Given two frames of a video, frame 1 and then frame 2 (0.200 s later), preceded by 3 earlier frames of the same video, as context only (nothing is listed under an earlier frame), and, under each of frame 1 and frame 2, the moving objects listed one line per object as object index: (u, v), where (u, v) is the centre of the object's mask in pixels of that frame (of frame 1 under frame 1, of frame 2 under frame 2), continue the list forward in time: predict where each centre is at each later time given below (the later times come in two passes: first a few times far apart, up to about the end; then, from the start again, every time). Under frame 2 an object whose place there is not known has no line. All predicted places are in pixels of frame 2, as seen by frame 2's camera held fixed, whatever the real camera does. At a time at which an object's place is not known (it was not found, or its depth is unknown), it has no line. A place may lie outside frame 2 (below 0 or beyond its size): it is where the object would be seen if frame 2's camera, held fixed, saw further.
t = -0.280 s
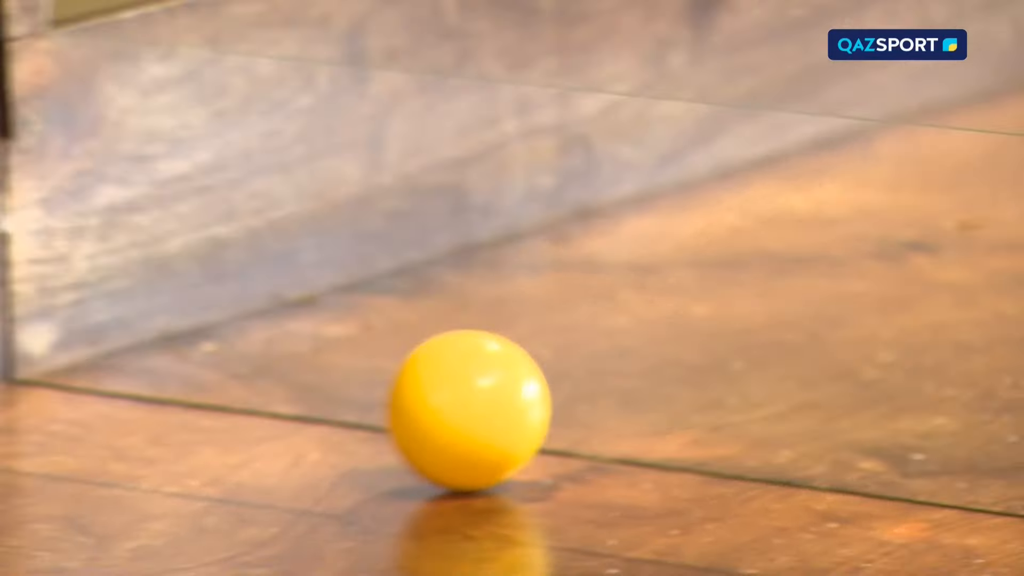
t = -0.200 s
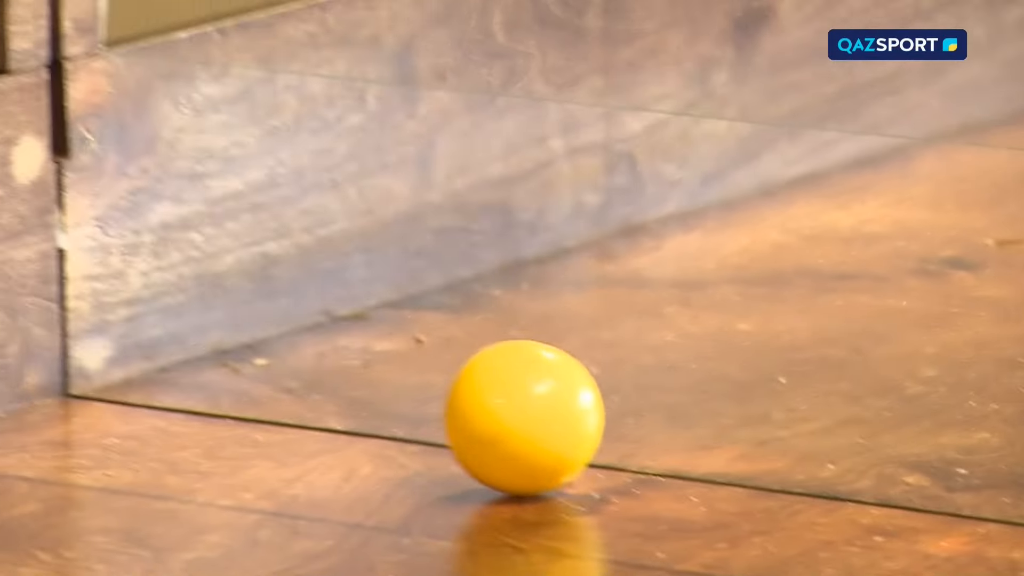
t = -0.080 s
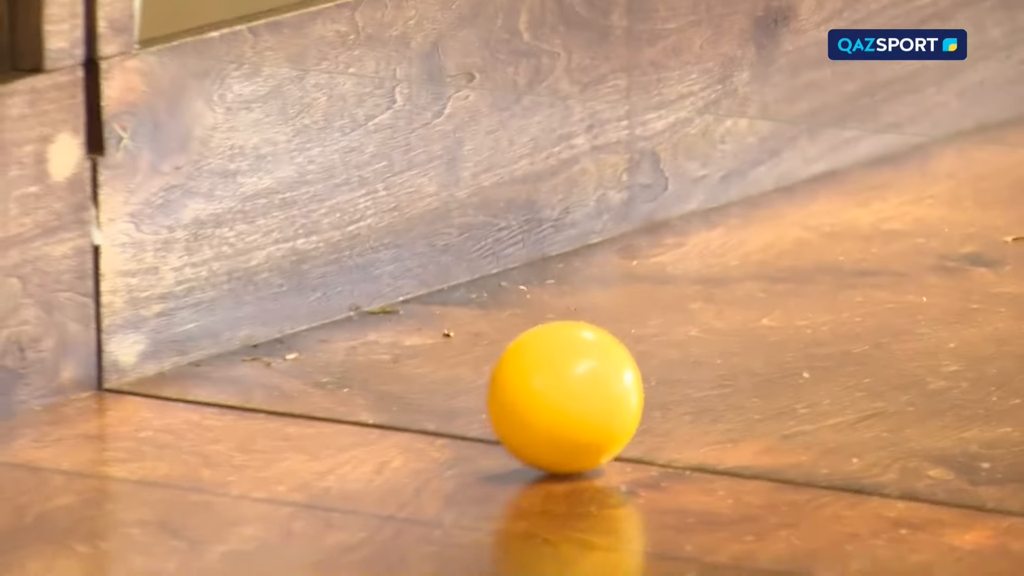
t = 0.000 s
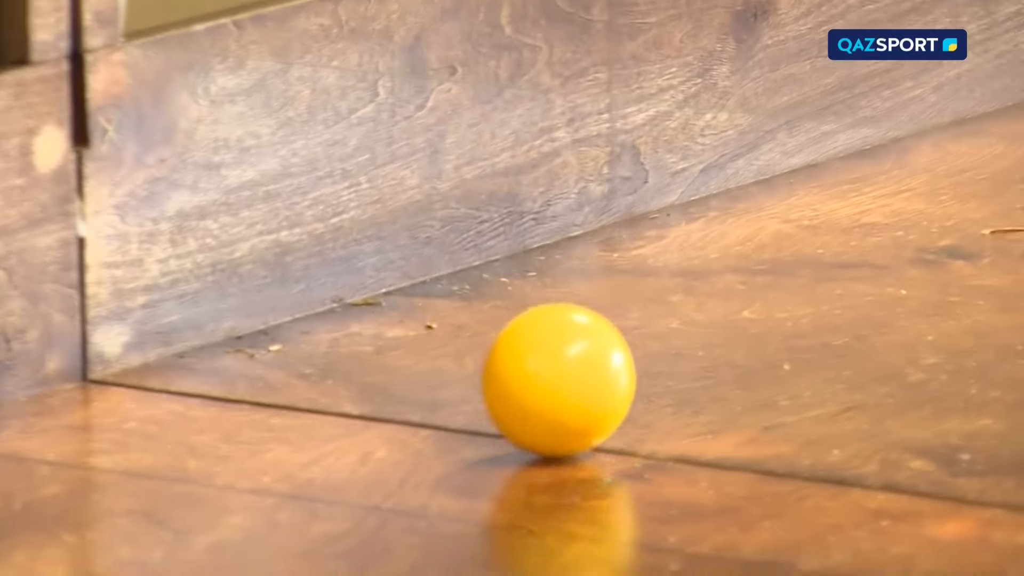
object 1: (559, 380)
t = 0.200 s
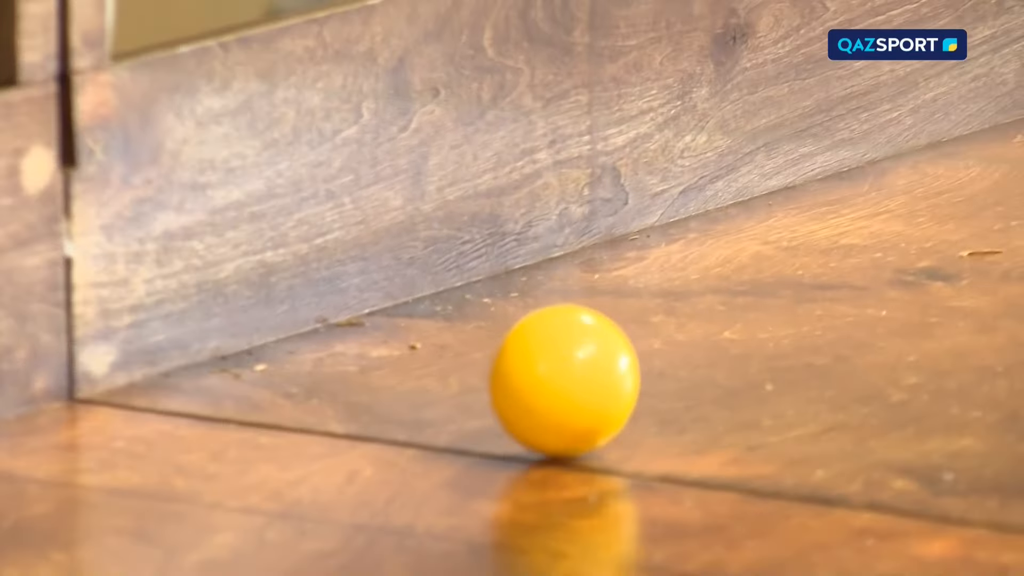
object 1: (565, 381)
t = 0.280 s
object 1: (573, 375)
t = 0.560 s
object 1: (607, 351)
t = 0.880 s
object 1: (657, 325)
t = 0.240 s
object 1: (568, 378)
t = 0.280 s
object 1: (573, 375)
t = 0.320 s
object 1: (576, 372)
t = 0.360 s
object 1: (580, 369)
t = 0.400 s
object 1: (585, 365)
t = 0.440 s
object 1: (589, 362)
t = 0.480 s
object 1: (595, 357)
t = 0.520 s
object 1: (601, 354)
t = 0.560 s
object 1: (607, 351)
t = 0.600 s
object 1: (614, 347)
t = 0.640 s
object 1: (621, 344)
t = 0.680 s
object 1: (627, 340)
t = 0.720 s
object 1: (633, 337)
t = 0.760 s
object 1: (639, 334)
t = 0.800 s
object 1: (644, 331)
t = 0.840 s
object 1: (651, 327)
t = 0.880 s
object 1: (657, 325)
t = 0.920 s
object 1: (663, 322)
